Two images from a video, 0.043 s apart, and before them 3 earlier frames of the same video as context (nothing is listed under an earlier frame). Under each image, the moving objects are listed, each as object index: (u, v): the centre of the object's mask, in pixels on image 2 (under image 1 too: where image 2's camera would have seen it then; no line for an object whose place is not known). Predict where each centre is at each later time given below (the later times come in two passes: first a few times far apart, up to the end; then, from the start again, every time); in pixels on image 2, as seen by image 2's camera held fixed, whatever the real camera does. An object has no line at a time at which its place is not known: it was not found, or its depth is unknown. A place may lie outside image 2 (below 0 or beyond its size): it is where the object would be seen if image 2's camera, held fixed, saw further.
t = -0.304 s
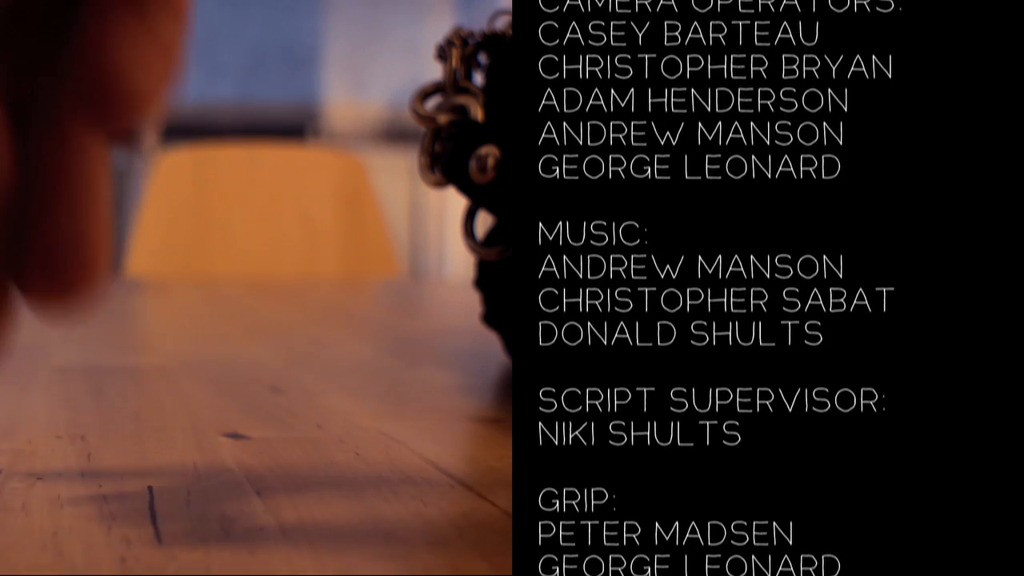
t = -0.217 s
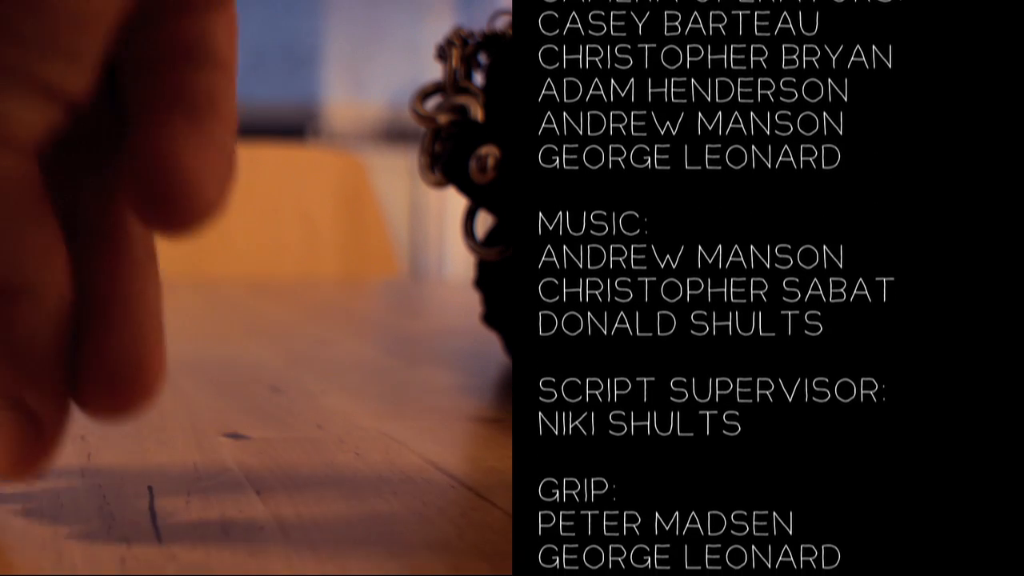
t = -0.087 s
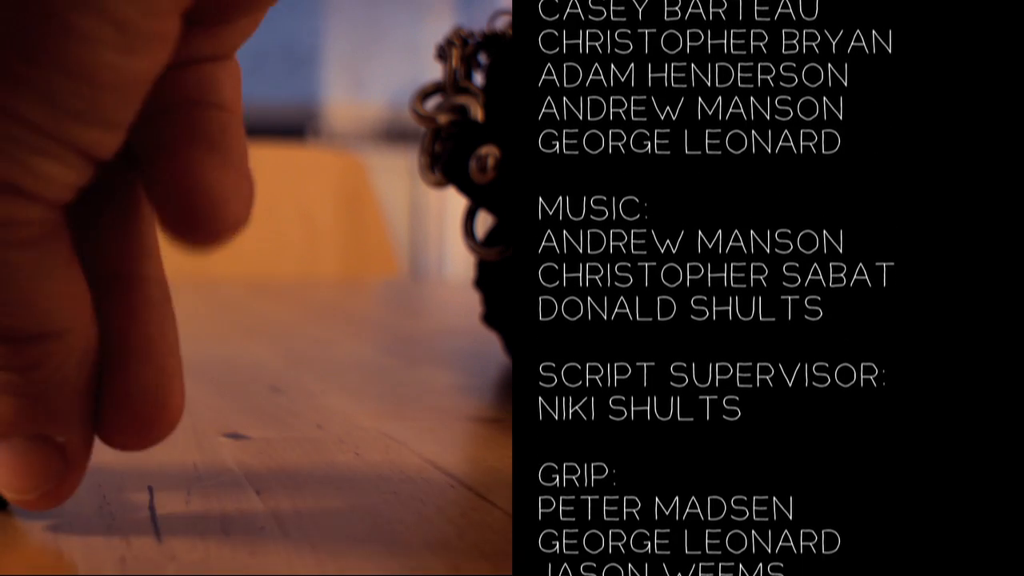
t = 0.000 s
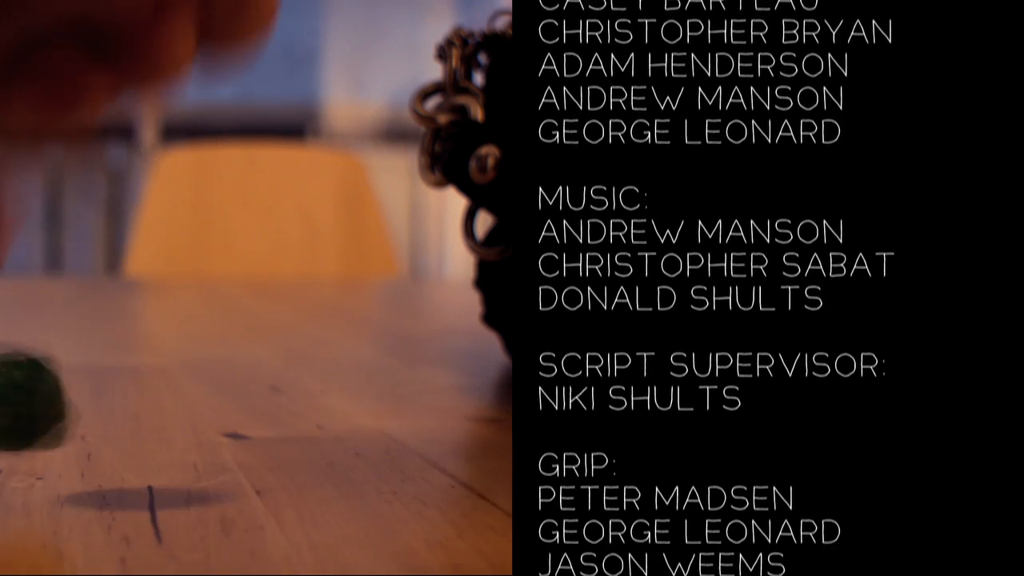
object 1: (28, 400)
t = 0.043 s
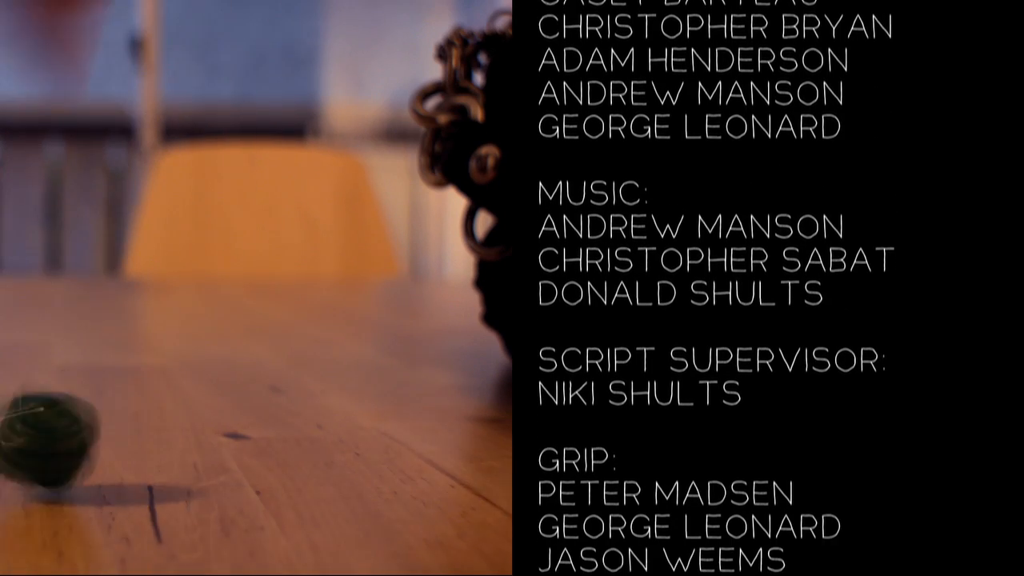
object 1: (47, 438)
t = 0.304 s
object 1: (151, 415)
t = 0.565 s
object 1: (175, 413)
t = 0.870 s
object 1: (172, 412)
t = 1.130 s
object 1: (167, 413)
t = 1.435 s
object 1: (168, 413)
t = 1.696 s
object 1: (164, 412)
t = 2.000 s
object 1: (161, 412)
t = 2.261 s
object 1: (159, 413)
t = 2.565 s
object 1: (157, 412)
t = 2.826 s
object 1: (156, 412)
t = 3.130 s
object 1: (156, 412)
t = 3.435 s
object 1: (158, 412)
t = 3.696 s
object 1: (157, 411)
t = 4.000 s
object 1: (155, 411)
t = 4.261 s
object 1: (158, 411)
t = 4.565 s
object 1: (158, 411)
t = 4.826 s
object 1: (156, 411)
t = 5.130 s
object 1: (158, 411)
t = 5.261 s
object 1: (156, 410)
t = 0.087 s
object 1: (61, 410)
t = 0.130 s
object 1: (81, 417)
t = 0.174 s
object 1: (100, 417)
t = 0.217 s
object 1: (119, 420)
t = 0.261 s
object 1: (136, 418)
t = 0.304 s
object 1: (151, 415)
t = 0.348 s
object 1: (164, 414)
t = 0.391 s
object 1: (173, 413)
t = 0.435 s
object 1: (177, 413)
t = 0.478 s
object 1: (177, 413)
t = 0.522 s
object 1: (176, 413)
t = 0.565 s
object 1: (175, 413)
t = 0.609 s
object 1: (175, 414)
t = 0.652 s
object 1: (173, 413)
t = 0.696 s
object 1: (171, 413)
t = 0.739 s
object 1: (170, 413)
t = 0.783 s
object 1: (170, 412)
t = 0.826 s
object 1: (171, 412)
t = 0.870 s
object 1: (172, 412)
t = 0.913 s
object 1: (172, 412)
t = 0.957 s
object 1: (171, 413)
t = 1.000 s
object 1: (170, 413)
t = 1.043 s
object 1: (170, 413)
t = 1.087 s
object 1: (168, 413)
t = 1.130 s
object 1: (167, 413)
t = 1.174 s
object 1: (167, 412)
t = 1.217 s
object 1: (167, 412)
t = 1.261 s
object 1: (167, 412)
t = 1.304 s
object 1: (168, 412)
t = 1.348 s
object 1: (168, 412)
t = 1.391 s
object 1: (169, 413)
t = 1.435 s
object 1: (168, 413)
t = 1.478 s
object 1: (166, 413)
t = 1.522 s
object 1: (166, 413)
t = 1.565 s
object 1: (164, 413)
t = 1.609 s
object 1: (164, 413)
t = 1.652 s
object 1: (164, 413)
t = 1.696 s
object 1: (164, 412)
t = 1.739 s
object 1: (165, 413)
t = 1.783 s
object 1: (164, 413)
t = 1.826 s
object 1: (163, 413)
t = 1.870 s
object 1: (163, 413)
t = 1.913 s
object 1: (162, 413)
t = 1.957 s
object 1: (161, 413)
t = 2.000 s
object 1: (161, 412)
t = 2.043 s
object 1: (162, 412)
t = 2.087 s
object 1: (161, 412)
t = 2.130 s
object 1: (161, 413)
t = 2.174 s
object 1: (161, 412)
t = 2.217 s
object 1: (160, 413)
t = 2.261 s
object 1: (159, 413)
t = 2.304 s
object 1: (158, 413)
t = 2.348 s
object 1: (157, 413)
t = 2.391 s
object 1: (156, 412)
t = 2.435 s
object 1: (156, 412)
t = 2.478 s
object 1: (157, 412)
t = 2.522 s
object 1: (157, 412)
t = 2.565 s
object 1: (157, 412)
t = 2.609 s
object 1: (158, 412)
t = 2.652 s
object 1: (157, 413)
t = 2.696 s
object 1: (158, 413)
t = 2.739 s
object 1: (156, 412)
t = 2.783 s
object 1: (156, 412)
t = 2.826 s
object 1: (156, 412)
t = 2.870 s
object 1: (157, 412)
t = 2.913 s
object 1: (157, 412)
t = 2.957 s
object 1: (157, 412)
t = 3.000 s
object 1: (158, 412)
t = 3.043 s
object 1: (157, 413)
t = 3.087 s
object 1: (158, 413)
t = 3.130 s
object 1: (156, 412)
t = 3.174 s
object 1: (155, 412)
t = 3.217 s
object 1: (156, 412)
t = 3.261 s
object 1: (156, 412)
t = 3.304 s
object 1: (158, 412)
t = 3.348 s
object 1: (158, 412)
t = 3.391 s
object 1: (157, 412)
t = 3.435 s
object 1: (158, 412)
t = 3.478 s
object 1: (158, 412)
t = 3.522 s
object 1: (158, 412)
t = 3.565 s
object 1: (156, 412)
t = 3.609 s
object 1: (155, 412)
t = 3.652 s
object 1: (157, 412)
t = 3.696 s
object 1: (157, 411)
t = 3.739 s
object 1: (158, 412)
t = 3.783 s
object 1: (158, 412)
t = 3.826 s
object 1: (158, 412)
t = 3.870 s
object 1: (158, 412)
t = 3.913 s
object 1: (158, 412)
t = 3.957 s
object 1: (157, 412)
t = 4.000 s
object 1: (155, 411)
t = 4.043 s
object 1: (157, 411)
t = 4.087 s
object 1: (157, 411)
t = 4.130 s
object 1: (158, 411)
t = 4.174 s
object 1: (158, 412)
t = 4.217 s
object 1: (158, 412)
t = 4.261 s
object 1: (158, 411)
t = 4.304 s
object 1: (158, 412)
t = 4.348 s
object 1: (159, 412)
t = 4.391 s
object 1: (157, 411)
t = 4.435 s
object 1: (156, 411)
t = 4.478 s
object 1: (157, 411)
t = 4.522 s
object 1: (157, 411)
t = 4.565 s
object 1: (158, 411)
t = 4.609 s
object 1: (158, 411)
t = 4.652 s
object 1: (158, 411)
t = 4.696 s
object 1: (159, 411)
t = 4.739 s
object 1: (158, 411)
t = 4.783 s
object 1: (159, 411)
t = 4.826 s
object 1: (156, 411)
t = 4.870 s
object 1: (157, 411)
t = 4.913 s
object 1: (157, 410)
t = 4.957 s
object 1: (158, 410)
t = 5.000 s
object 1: (158, 411)
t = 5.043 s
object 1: (158, 411)
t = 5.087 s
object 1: (159, 411)
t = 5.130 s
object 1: (158, 411)
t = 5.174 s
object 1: (159, 411)
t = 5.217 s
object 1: (157, 411)
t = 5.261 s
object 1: (156, 410)
